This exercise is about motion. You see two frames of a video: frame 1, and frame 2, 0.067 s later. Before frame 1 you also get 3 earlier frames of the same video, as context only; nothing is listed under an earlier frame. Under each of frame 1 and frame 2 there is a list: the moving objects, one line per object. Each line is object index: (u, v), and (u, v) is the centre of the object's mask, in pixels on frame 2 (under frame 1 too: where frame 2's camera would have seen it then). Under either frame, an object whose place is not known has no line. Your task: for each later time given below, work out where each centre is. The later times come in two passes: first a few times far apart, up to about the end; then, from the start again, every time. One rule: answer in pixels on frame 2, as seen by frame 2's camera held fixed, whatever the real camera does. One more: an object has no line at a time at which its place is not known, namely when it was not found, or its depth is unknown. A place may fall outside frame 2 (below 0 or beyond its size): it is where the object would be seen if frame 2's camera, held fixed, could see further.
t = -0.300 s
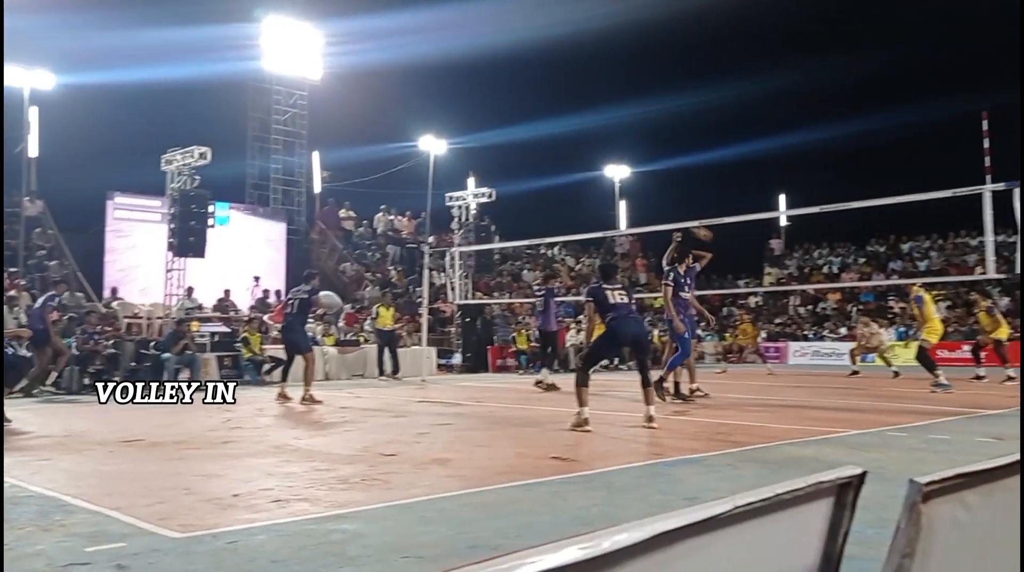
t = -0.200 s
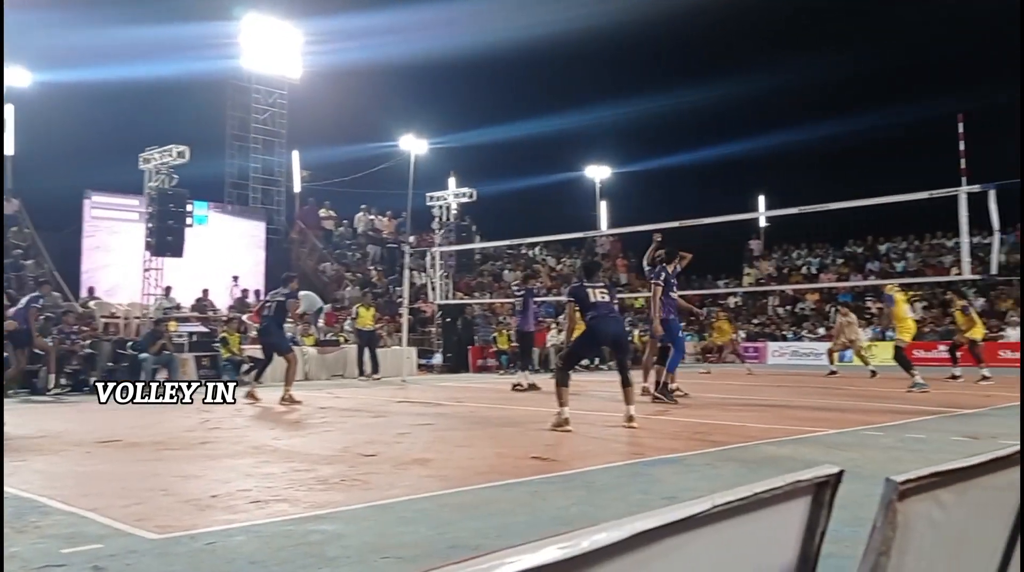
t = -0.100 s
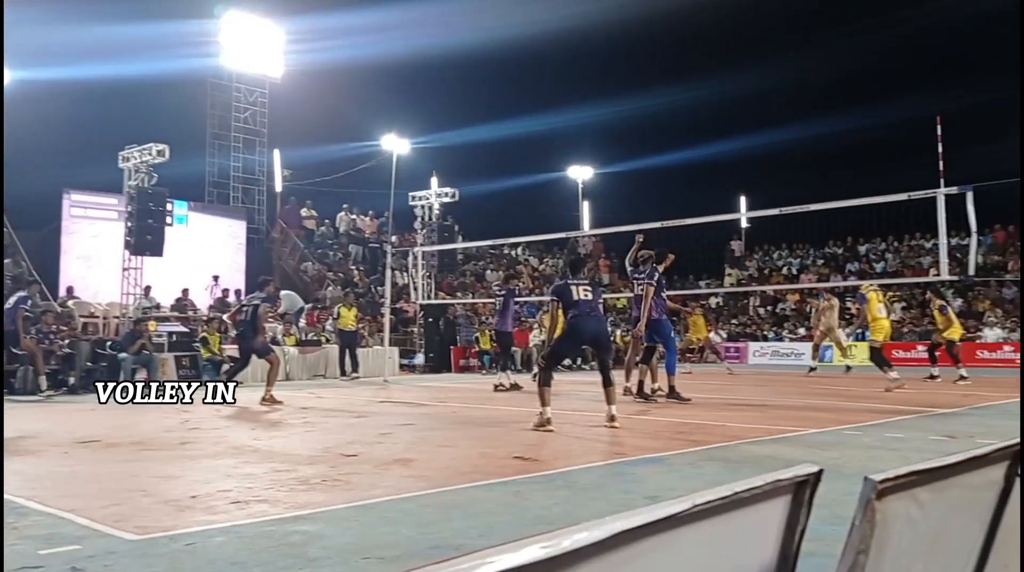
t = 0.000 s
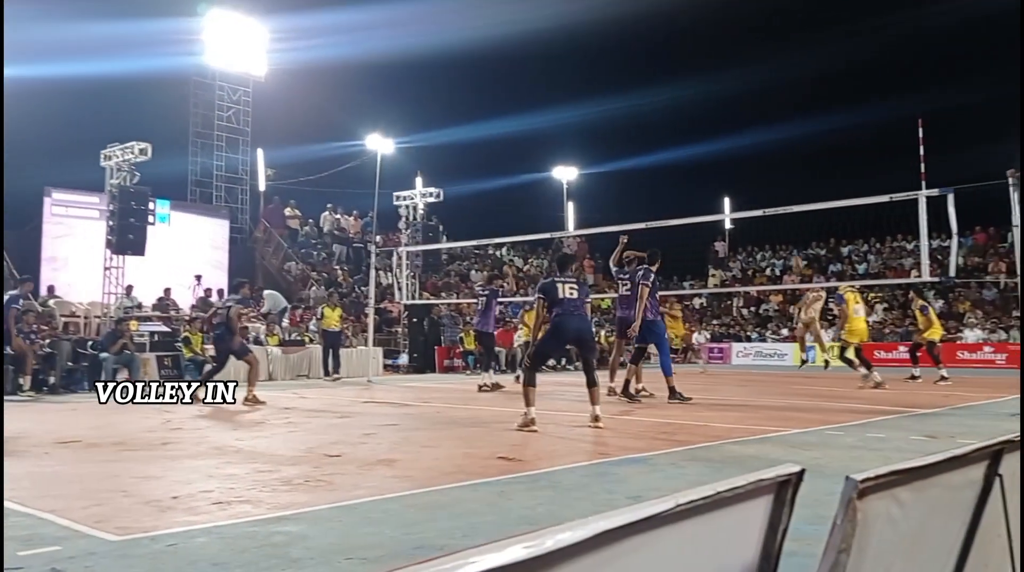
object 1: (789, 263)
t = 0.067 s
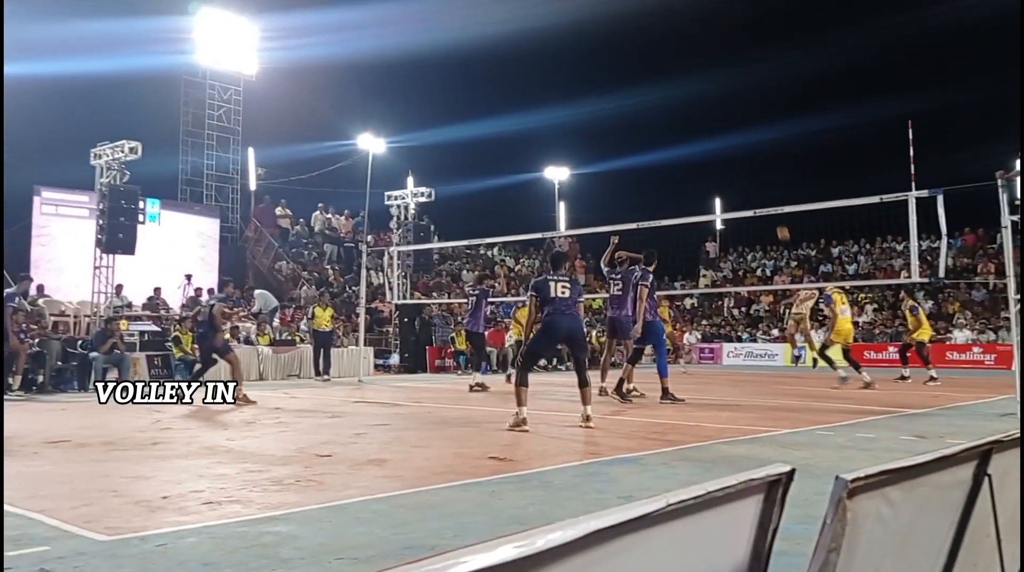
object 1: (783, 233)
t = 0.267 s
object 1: (770, 159)
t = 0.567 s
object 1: (751, 87)
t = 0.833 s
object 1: (738, 60)
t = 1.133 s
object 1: (722, 71)
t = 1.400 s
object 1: (711, 114)
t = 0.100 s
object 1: (780, 220)
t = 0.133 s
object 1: (777, 203)
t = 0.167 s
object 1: (776, 193)
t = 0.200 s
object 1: (774, 181)
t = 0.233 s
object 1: (771, 170)
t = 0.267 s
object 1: (770, 159)
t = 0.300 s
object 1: (767, 149)
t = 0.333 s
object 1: (765, 138)
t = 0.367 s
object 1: (763, 130)
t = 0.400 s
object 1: (762, 121)
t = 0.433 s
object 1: (759, 113)
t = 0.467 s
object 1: (757, 106)
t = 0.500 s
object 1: (756, 99)
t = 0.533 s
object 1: (753, 93)
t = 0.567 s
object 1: (751, 87)
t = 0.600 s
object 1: (750, 82)
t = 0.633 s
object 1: (748, 77)
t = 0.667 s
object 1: (746, 73)
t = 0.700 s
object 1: (745, 69)
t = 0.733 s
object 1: (743, 66)
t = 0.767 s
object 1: (741, 64)
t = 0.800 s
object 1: (739, 62)
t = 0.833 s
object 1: (738, 60)
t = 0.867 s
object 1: (736, 59)
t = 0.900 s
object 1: (734, 59)
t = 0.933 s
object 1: (733, 59)
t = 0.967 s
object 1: (731, 60)
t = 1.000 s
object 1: (729, 61)
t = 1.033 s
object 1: (727, 63)
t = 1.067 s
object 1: (726, 65)
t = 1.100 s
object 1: (723, 67)
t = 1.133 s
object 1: (722, 71)
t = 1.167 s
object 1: (721, 75)
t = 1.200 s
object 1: (719, 79)
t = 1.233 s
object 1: (718, 83)
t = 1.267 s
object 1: (716, 89)
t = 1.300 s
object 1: (715, 94)
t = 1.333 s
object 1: (714, 101)
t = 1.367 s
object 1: (712, 107)
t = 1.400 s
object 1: (711, 114)
